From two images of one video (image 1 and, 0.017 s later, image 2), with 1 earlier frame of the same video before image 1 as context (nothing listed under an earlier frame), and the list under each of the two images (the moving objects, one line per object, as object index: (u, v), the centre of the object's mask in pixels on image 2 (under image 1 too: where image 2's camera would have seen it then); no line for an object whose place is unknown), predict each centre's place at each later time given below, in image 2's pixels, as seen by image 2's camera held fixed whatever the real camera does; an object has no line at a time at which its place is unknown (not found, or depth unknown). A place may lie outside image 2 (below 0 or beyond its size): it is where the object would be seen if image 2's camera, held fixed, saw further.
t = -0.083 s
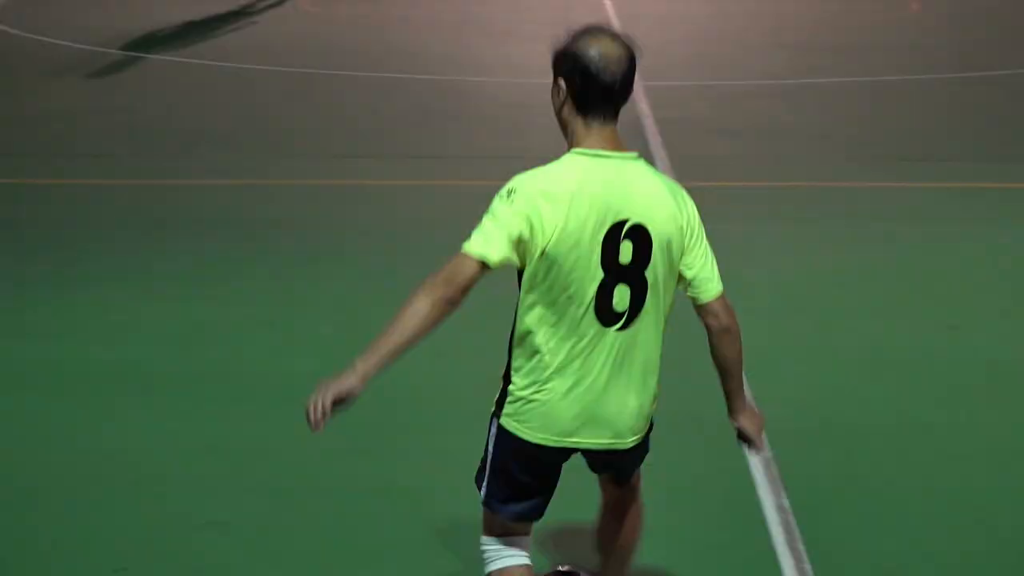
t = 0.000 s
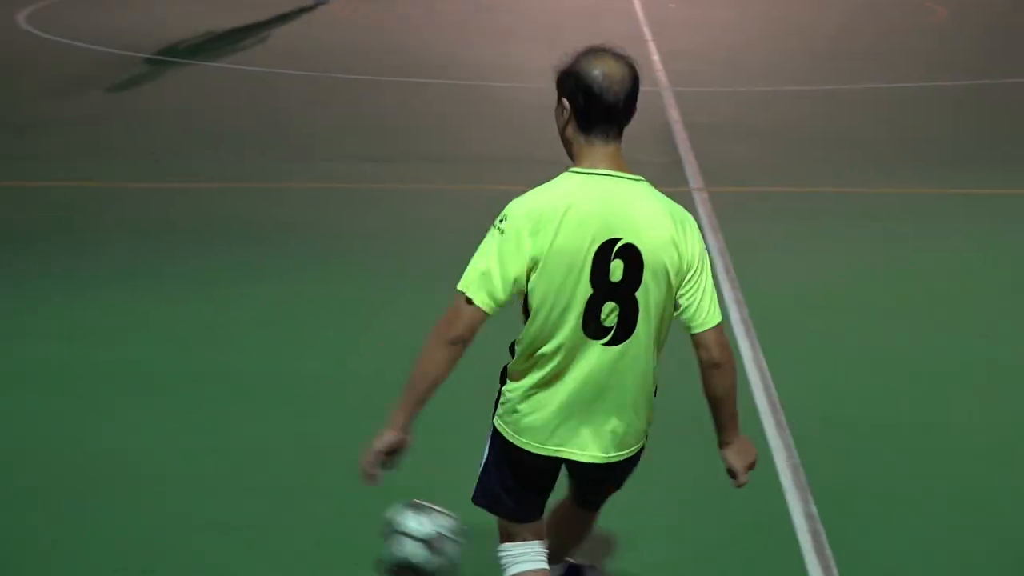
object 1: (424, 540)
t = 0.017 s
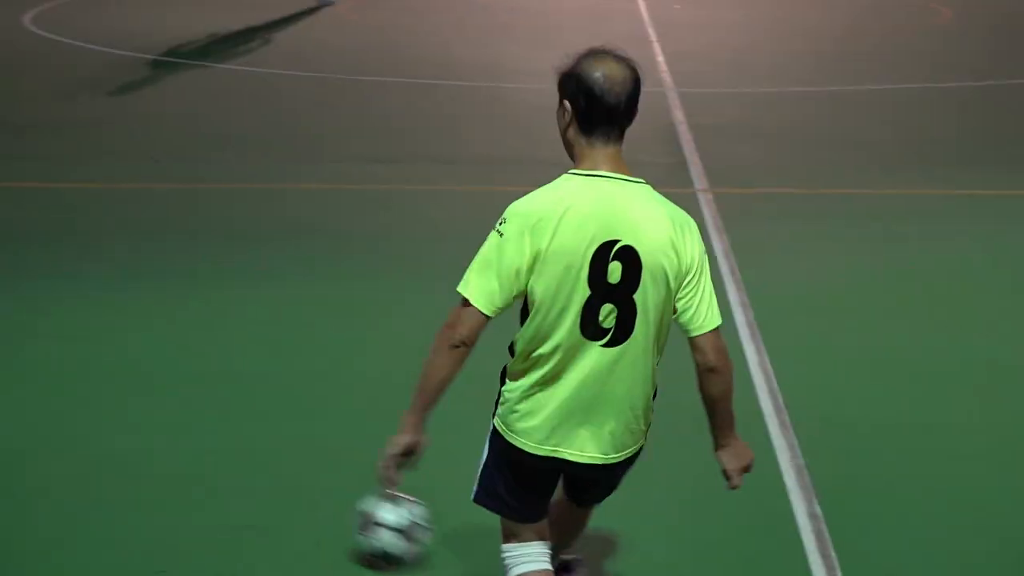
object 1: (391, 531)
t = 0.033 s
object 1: (359, 520)
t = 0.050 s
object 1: (329, 512)
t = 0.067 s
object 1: (301, 502)
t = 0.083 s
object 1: (274, 495)
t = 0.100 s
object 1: (251, 482)
